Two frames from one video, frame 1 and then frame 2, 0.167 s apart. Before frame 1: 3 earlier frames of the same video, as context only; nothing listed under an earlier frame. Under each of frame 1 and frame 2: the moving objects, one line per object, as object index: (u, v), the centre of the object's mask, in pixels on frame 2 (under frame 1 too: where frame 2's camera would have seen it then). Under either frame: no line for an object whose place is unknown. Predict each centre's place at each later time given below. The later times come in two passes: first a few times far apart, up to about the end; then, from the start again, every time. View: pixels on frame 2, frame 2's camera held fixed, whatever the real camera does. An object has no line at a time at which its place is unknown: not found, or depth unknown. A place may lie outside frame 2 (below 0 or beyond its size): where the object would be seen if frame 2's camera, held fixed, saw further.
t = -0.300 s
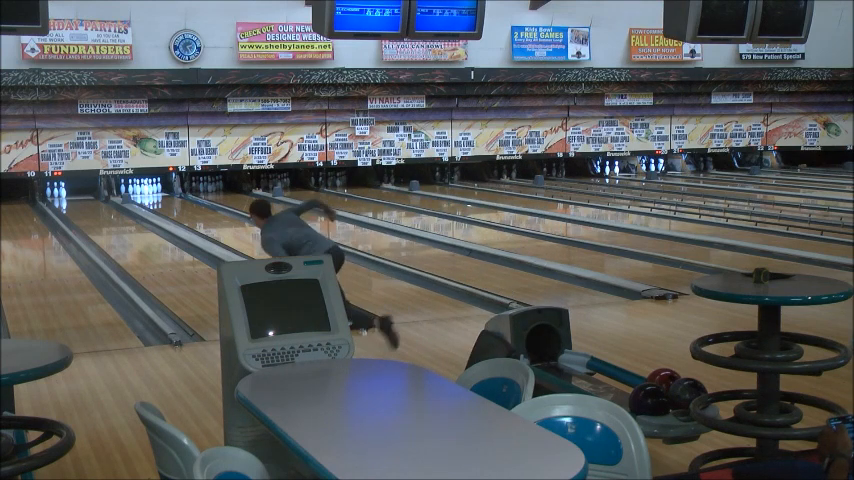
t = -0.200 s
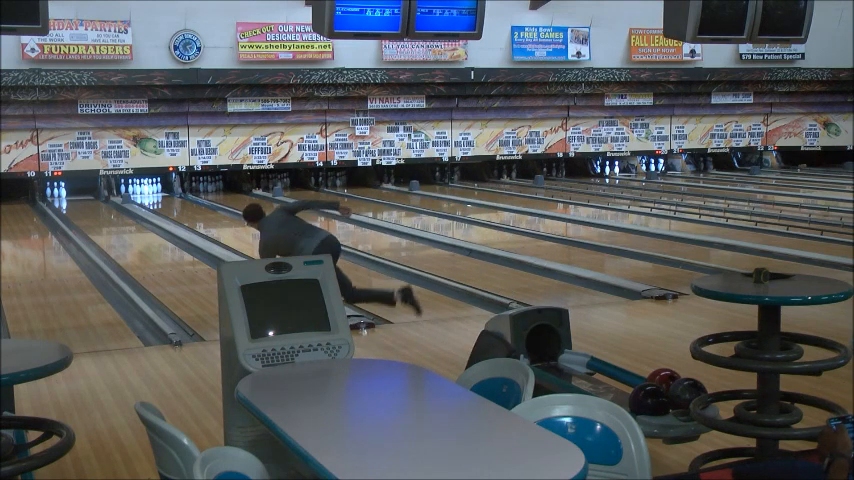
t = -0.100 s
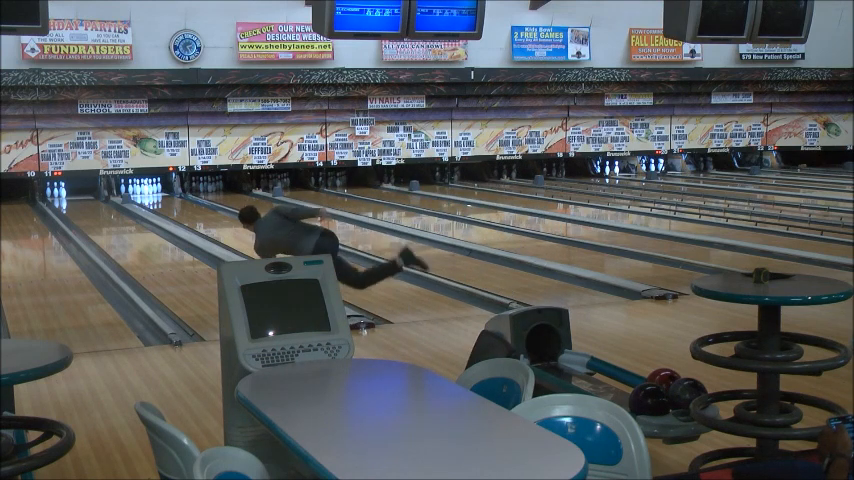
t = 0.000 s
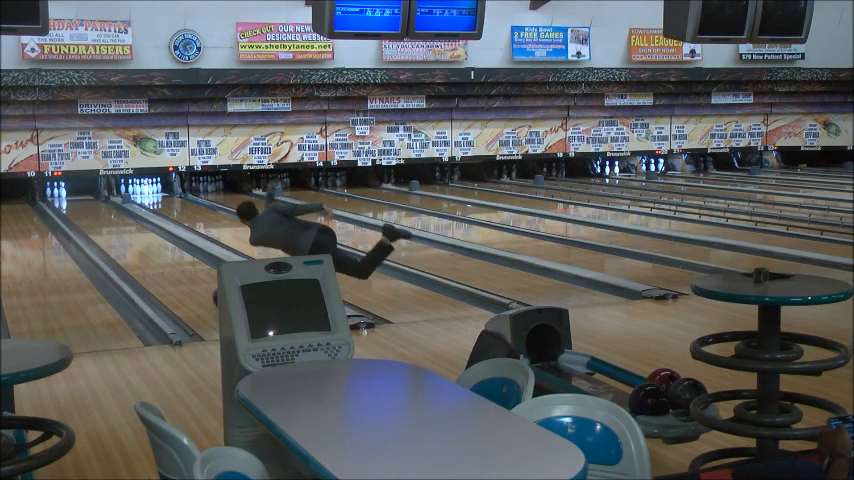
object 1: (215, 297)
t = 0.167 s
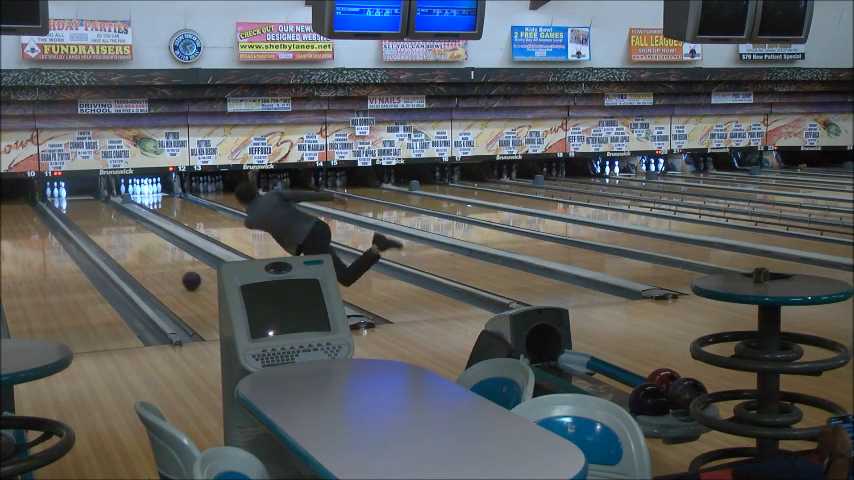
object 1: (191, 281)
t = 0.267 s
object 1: (175, 272)
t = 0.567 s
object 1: (138, 250)
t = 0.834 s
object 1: (113, 235)
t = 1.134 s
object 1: (92, 222)
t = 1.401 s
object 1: (78, 213)
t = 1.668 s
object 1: (70, 205)
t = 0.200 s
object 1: (186, 278)
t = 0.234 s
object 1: (180, 275)
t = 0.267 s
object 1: (175, 272)
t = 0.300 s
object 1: (171, 269)
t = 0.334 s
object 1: (166, 267)
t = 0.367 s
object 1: (161, 264)
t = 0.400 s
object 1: (157, 261)
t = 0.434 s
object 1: (153, 259)
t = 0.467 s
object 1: (149, 257)
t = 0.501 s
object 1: (145, 254)
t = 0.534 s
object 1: (141, 252)
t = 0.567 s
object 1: (138, 250)
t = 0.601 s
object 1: (134, 248)
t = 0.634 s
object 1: (131, 246)
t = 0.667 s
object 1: (127, 244)
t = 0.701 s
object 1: (124, 242)
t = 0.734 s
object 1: (121, 240)
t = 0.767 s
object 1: (118, 238)
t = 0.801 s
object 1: (115, 237)
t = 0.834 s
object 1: (113, 235)
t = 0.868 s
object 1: (110, 233)
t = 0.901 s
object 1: (107, 232)
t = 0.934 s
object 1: (105, 230)
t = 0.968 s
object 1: (103, 229)
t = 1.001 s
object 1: (100, 227)
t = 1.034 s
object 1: (98, 226)
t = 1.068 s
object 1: (96, 225)
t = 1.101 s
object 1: (94, 223)
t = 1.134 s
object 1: (92, 222)
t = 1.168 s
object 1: (90, 220)
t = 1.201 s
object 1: (88, 219)
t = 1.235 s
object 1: (86, 218)
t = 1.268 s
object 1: (85, 217)
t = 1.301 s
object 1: (83, 215)
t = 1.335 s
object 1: (81, 214)
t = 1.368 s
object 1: (80, 214)
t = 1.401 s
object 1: (78, 213)
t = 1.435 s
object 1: (77, 212)
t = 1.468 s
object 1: (76, 211)
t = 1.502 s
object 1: (74, 210)
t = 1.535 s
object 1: (73, 208)
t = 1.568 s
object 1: (72, 208)
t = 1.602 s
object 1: (71, 207)
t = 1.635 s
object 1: (71, 206)
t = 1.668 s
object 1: (70, 205)
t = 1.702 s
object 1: (69, 204)
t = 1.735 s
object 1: (69, 203)
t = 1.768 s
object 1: (68, 202)
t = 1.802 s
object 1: (67, 201)
